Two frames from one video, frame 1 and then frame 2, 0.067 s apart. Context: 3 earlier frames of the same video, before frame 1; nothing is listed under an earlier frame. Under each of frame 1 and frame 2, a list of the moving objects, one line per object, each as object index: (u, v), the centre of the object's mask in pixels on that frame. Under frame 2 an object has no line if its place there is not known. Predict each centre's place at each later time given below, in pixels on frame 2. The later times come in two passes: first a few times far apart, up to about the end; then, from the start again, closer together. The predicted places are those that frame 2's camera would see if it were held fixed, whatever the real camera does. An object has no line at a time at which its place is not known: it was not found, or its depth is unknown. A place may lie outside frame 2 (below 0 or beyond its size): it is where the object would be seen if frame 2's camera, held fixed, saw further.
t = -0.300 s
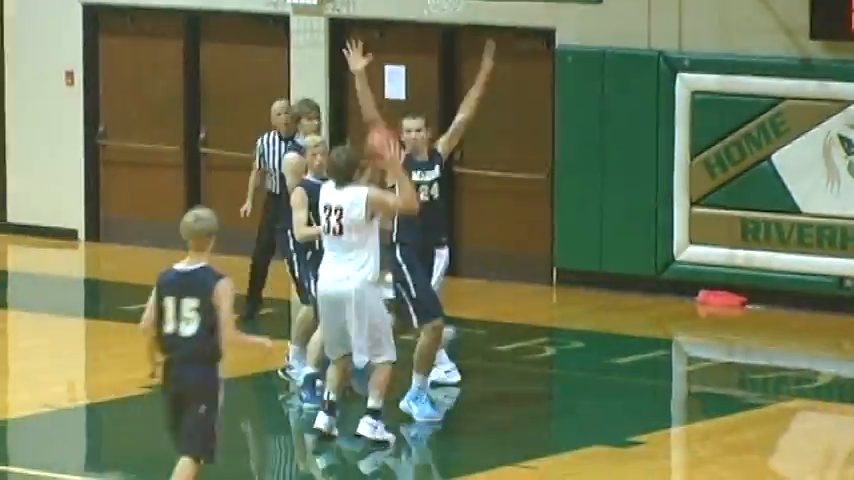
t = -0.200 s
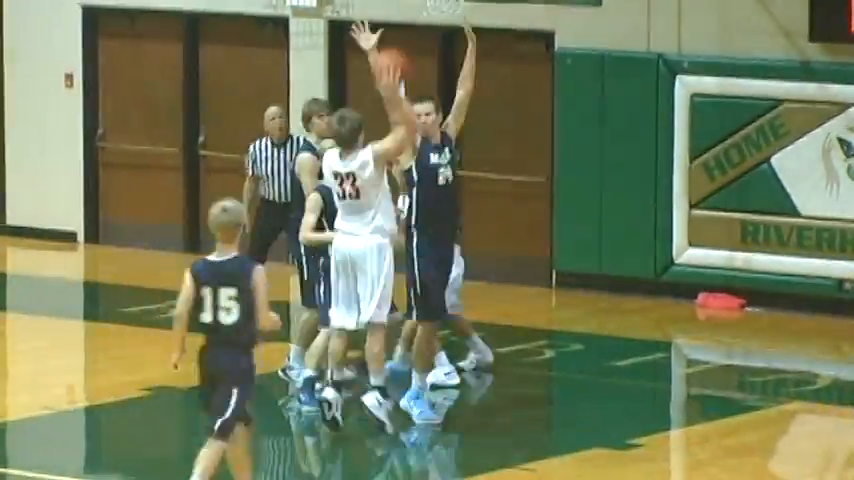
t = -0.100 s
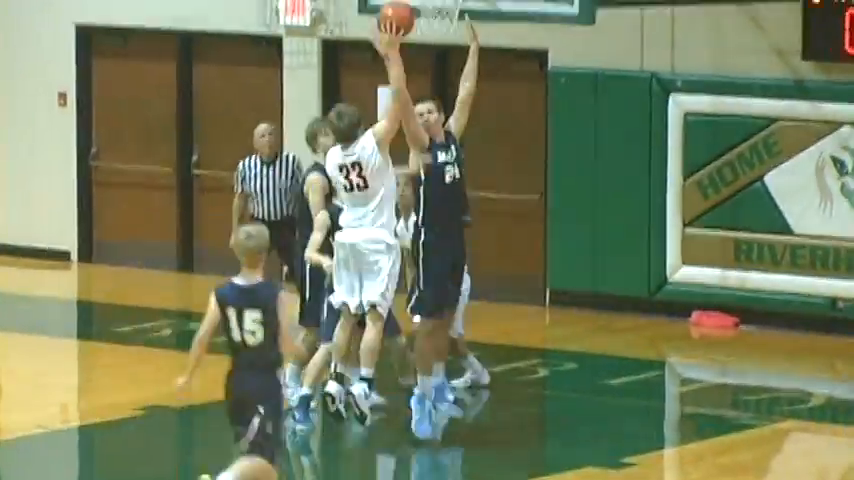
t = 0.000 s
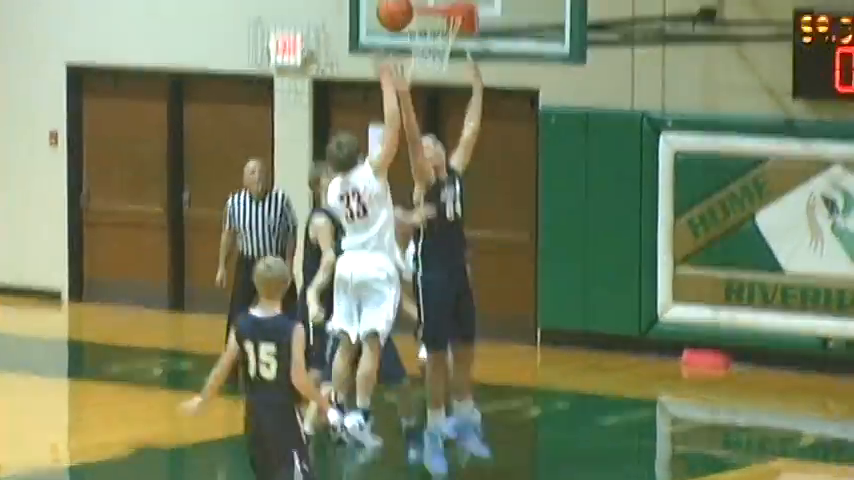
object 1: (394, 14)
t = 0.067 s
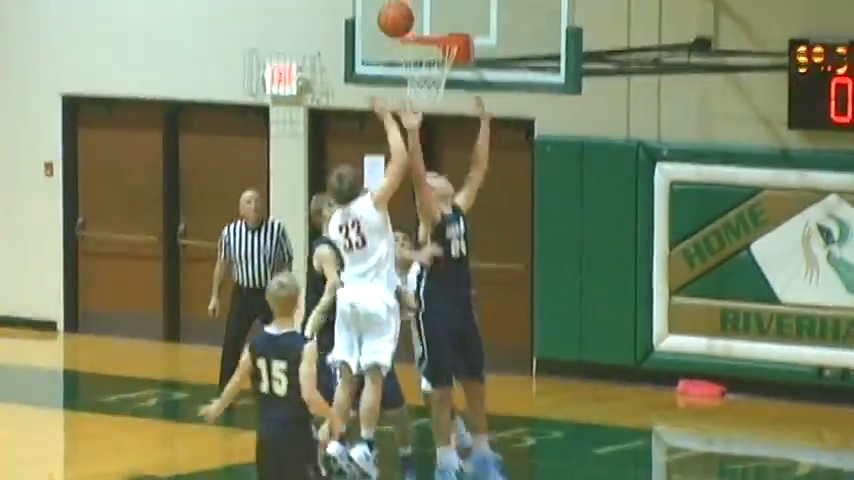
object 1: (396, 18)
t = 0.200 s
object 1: (406, -7)
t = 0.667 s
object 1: (433, 82)
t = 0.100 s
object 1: (399, 9)
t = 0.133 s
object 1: (401, 3)
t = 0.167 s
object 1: (403, -1)
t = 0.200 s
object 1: (406, -7)
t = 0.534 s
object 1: (429, 49)
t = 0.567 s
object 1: (430, 59)
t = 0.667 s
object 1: (433, 82)
